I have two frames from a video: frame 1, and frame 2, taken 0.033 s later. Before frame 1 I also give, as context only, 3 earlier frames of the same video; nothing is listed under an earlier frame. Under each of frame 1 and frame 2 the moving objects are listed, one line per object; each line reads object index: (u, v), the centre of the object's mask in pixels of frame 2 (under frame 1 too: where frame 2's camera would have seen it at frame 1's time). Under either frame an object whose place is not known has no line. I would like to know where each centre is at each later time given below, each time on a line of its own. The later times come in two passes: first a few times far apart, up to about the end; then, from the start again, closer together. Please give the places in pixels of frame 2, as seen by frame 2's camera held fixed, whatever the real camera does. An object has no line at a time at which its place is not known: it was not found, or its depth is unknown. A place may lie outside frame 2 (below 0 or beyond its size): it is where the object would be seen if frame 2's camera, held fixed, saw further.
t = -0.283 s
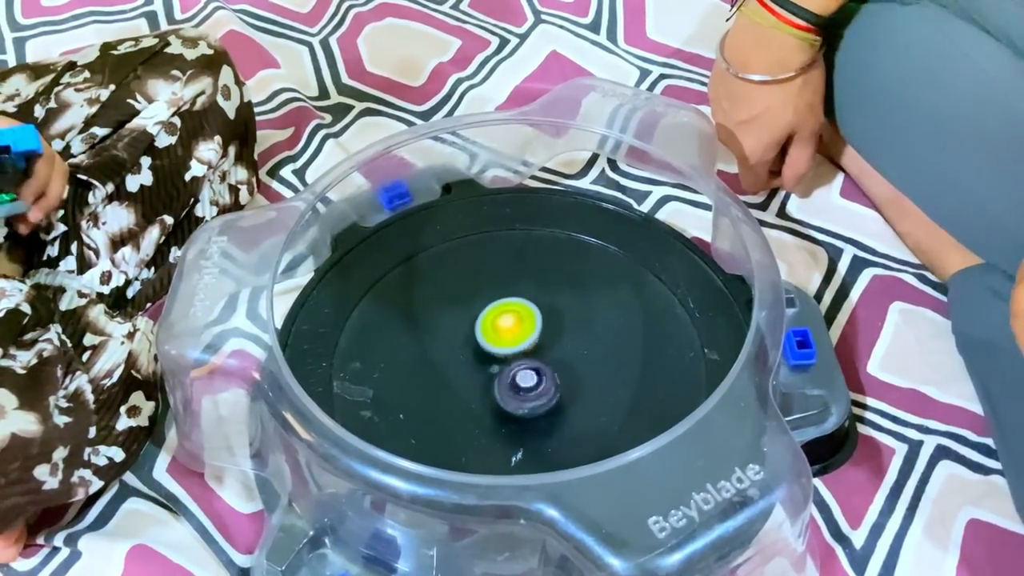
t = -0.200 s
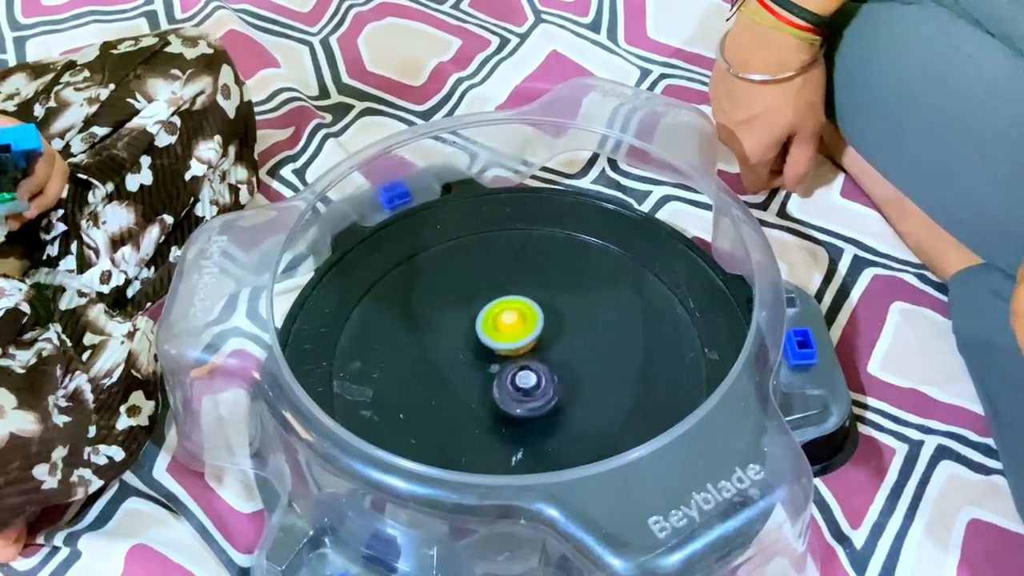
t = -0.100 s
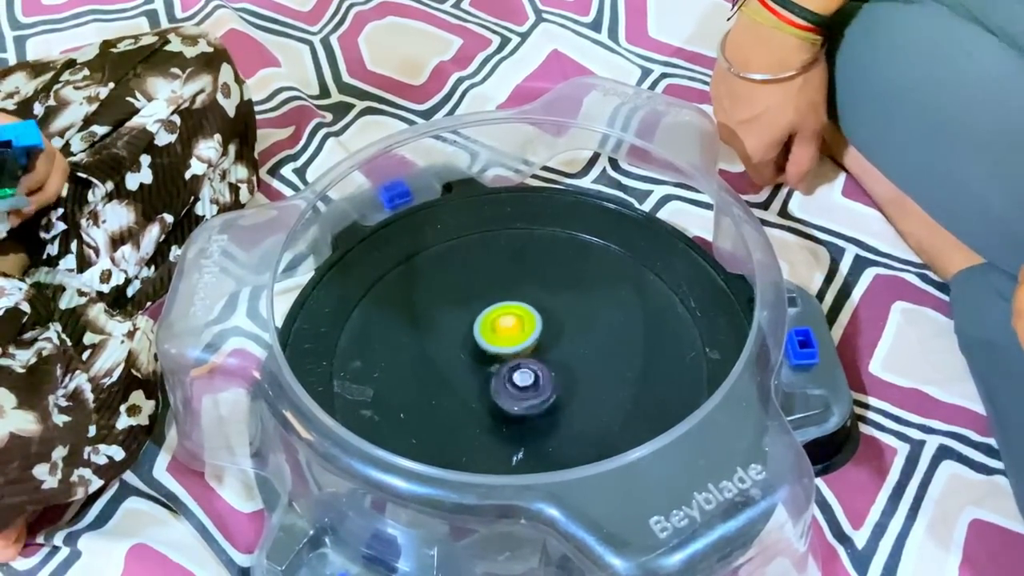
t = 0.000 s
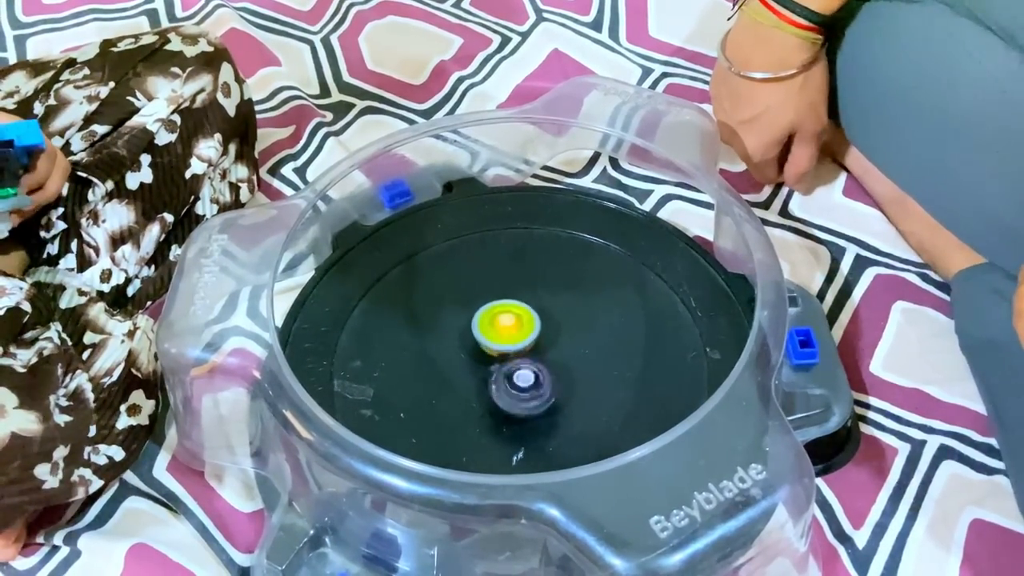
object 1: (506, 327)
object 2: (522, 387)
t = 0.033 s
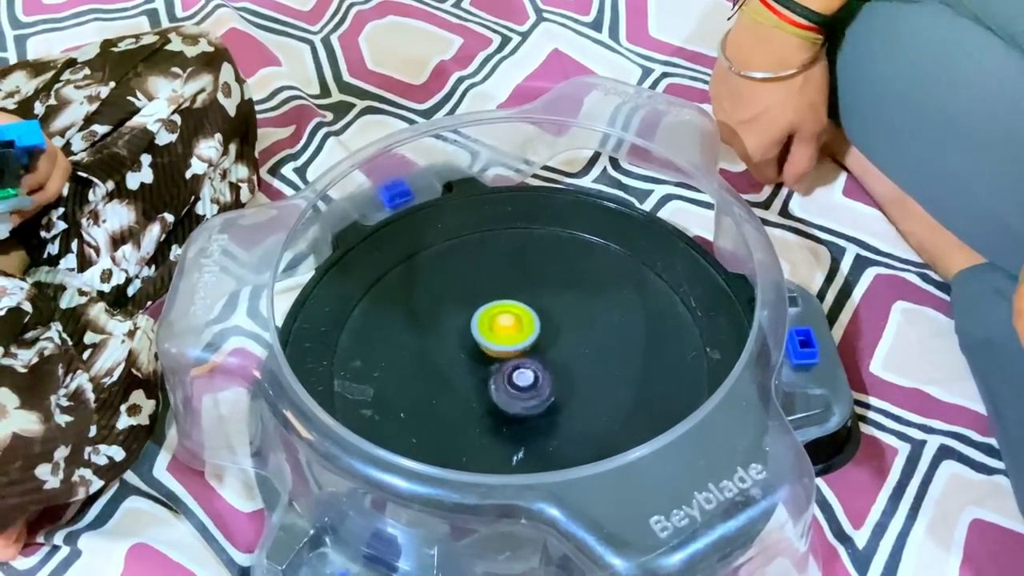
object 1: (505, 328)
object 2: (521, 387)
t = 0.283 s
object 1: (496, 324)
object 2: (520, 387)
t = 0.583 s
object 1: (494, 311)
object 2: (529, 390)
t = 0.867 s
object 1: (503, 316)
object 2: (530, 378)
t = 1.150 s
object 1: (505, 302)
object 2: (538, 388)
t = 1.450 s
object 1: (503, 318)
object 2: (530, 381)
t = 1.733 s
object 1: (489, 308)
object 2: (531, 380)
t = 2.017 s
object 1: (480, 310)
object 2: (523, 375)
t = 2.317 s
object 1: (480, 314)
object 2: (519, 374)
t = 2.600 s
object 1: (480, 306)
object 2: (530, 388)
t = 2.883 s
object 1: (488, 322)
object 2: (531, 382)
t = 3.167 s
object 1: (479, 329)
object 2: (534, 373)
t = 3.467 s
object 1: (456, 320)
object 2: (545, 373)
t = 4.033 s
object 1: (464, 313)
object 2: (553, 377)
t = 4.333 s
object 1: (471, 335)
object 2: (550, 378)
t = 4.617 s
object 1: (475, 356)
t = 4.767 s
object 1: (457, 361)
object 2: (548, 365)
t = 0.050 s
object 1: (504, 328)
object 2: (521, 387)
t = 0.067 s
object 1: (504, 328)
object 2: (521, 387)
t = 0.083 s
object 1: (503, 328)
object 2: (521, 386)
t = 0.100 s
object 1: (502, 329)
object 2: (521, 387)
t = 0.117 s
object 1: (502, 328)
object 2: (521, 388)
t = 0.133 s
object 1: (500, 326)
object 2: (521, 389)
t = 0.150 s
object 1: (500, 326)
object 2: (521, 389)
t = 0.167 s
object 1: (499, 325)
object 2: (522, 389)
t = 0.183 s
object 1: (499, 325)
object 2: (521, 389)
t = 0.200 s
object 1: (498, 325)
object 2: (521, 389)
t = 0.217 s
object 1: (498, 325)
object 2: (521, 388)
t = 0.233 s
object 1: (498, 325)
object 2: (521, 388)
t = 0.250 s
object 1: (497, 325)
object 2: (520, 387)
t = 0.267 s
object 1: (497, 325)
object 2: (520, 387)
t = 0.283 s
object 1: (496, 324)
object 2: (520, 387)
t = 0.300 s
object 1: (496, 324)
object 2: (520, 387)
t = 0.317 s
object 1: (496, 325)
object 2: (519, 387)
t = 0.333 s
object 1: (496, 324)
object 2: (520, 386)
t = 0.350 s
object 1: (496, 324)
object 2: (520, 385)
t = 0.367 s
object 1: (496, 324)
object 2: (520, 385)
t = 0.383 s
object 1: (496, 324)
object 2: (520, 384)
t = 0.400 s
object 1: (496, 324)
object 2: (520, 384)
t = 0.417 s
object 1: (496, 324)
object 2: (520, 383)
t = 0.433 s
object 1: (496, 324)
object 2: (520, 383)
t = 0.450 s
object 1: (496, 324)
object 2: (520, 382)
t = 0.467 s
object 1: (495, 321)
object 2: (521, 384)
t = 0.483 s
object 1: (494, 317)
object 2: (525, 388)
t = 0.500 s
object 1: (493, 315)
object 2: (526, 390)
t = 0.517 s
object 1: (493, 313)
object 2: (528, 390)
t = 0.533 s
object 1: (494, 312)
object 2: (528, 391)
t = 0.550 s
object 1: (494, 311)
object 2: (529, 390)
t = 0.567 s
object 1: (494, 311)
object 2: (528, 390)
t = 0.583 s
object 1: (494, 311)
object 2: (529, 390)
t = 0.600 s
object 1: (495, 311)
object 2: (529, 389)
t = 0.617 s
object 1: (495, 311)
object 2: (528, 389)
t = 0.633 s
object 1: (495, 311)
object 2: (529, 389)
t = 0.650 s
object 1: (495, 311)
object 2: (529, 388)
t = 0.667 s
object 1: (496, 311)
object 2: (529, 388)
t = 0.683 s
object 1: (496, 311)
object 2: (529, 387)
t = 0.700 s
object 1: (496, 311)
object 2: (529, 387)
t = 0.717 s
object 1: (497, 311)
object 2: (530, 386)
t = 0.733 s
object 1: (497, 312)
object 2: (529, 385)
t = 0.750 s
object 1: (498, 312)
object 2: (529, 384)
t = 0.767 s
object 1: (499, 312)
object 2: (530, 384)
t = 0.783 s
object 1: (499, 313)
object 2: (530, 383)
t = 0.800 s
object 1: (500, 313)
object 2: (530, 382)
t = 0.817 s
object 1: (501, 314)
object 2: (530, 381)
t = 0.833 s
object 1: (501, 314)
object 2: (530, 380)
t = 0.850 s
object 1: (502, 315)
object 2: (530, 379)
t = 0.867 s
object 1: (503, 316)
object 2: (530, 378)
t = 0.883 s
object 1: (504, 316)
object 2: (530, 377)
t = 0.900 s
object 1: (505, 317)
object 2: (530, 377)
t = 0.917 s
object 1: (505, 318)
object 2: (530, 376)
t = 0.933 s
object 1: (505, 316)
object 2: (530, 377)
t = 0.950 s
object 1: (506, 315)
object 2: (531, 377)
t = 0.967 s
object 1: (507, 315)
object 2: (531, 377)
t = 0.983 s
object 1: (507, 315)
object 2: (531, 376)
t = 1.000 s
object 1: (507, 315)
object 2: (531, 375)
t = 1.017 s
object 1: (508, 316)
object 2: (531, 375)
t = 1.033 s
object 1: (507, 312)
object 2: (533, 379)
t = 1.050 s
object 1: (505, 308)
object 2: (535, 383)
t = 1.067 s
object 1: (505, 304)
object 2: (537, 386)
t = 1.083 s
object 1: (504, 302)
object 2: (538, 387)
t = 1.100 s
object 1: (504, 301)
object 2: (539, 388)
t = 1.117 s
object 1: (505, 300)
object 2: (539, 388)
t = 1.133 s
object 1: (505, 301)
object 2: (538, 388)
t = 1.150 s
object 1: (505, 302)
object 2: (538, 388)
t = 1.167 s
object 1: (505, 302)
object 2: (538, 388)
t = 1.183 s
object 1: (505, 303)
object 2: (537, 388)
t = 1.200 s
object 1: (505, 304)
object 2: (537, 387)
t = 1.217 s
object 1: (505, 305)
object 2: (537, 387)
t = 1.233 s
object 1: (504, 305)
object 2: (537, 387)
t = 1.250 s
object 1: (504, 306)
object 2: (536, 387)
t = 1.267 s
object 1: (504, 307)
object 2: (535, 387)
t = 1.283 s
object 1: (504, 307)
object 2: (535, 386)
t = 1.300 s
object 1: (504, 309)
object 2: (534, 386)
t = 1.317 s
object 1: (504, 310)
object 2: (534, 385)
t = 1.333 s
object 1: (504, 311)
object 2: (533, 385)
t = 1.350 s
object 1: (504, 312)
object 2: (533, 384)
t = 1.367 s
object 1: (504, 313)
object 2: (533, 384)
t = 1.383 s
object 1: (504, 314)
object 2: (532, 384)
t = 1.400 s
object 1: (503, 315)
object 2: (531, 383)
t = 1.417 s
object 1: (504, 316)
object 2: (531, 382)
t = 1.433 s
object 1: (504, 317)
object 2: (530, 381)
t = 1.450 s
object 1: (503, 318)
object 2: (530, 381)
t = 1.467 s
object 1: (503, 320)
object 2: (529, 380)
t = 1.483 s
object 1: (503, 320)
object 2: (529, 379)
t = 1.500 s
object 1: (503, 321)
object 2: (528, 379)
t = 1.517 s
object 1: (502, 321)
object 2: (529, 379)
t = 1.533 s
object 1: (498, 317)
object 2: (529, 382)
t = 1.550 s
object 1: (496, 314)
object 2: (532, 384)
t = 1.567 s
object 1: (493, 311)
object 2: (534, 385)
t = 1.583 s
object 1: (493, 308)
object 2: (535, 385)
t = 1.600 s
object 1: (493, 307)
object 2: (535, 384)
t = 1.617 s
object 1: (492, 305)
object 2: (534, 384)
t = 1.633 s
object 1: (492, 305)
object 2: (534, 383)
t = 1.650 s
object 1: (492, 305)
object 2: (534, 382)
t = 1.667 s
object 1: (492, 306)
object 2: (534, 382)
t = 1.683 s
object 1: (491, 307)
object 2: (532, 381)
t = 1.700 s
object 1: (490, 307)
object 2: (532, 381)
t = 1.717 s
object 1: (489, 308)
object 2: (532, 381)
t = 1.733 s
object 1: (489, 308)
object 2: (531, 380)
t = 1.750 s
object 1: (489, 309)
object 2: (530, 379)
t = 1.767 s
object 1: (488, 310)
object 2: (529, 379)
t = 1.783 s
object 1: (487, 310)
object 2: (528, 378)
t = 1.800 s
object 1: (487, 310)
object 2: (527, 377)
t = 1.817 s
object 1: (486, 310)
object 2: (527, 377)
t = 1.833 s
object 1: (486, 311)
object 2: (525, 376)
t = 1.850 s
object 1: (485, 312)
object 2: (525, 375)
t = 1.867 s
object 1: (485, 312)
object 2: (524, 375)
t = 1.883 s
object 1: (485, 313)
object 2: (524, 374)
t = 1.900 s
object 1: (485, 313)
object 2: (523, 373)
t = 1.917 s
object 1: (485, 315)
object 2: (522, 373)
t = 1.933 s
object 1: (484, 315)
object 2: (522, 372)
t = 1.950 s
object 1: (484, 315)
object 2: (521, 371)
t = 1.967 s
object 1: (484, 316)
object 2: (520, 371)
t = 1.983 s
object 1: (484, 315)
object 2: (520, 371)
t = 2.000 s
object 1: (481, 313)
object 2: (521, 374)
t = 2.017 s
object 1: (480, 310)
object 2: (523, 375)
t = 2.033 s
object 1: (479, 309)
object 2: (525, 376)
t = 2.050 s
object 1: (479, 308)
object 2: (525, 376)
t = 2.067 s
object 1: (479, 308)
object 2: (524, 376)
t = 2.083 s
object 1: (479, 309)
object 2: (523, 376)
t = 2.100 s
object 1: (478, 309)
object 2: (524, 375)
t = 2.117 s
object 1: (479, 309)
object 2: (523, 376)
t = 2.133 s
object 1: (478, 310)
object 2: (523, 375)
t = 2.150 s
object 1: (478, 310)
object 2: (522, 375)
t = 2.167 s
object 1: (478, 311)
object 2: (521, 375)
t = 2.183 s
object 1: (478, 311)
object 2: (521, 375)
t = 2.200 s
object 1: (478, 311)
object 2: (520, 375)
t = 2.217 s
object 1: (478, 312)
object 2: (521, 374)
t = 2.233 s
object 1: (478, 312)
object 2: (520, 375)
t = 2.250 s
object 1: (479, 313)
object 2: (519, 374)
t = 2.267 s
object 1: (479, 313)
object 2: (520, 374)
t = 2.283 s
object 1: (479, 314)
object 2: (519, 374)
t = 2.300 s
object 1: (480, 314)
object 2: (519, 374)
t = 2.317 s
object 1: (480, 314)
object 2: (519, 374)
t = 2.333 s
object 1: (480, 315)
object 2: (517, 373)
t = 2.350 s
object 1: (481, 315)
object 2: (518, 372)
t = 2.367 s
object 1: (481, 316)
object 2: (517, 373)
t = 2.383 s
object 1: (482, 317)
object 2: (516, 372)
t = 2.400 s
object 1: (482, 317)
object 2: (516, 372)
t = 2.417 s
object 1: (480, 312)
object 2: (519, 377)
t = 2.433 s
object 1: (478, 308)
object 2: (523, 381)
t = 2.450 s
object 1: (477, 305)
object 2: (526, 384)
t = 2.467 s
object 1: (477, 303)
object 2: (530, 386)
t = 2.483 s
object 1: (477, 302)
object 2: (530, 387)
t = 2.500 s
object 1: (478, 303)
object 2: (530, 387)
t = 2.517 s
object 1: (479, 303)
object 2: (530, 387)
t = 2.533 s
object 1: (479, 304)
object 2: (530, 387)
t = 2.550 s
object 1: (479, 305)
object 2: (530, 387)
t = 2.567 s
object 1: (479, 305)
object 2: (530, 388)
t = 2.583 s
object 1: (479, 306)
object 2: (530, 388)
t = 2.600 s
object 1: (480, 306)
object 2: (530, 388)
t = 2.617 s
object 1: (480, 306)
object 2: (530, 388)
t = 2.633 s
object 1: (481, 307)
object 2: (530, 387)
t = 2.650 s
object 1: (481, 308)
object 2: (531, 387)
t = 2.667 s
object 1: (481, 309)
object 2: (531, 387)
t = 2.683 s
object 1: (482, 310)
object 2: (530, 387)
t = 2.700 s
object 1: (482, 310)
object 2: (530, 387)
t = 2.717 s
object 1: (483, 311)
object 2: (531, 387)
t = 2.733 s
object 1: (483, 312)
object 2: (531, 387)
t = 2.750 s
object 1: (484, 313)
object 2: (531, 386)
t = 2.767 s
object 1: (485, 314)
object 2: (531, 386)
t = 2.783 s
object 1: (485, 315)
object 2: (531, 386)
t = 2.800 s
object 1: (486, 316)
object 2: (530, 385)
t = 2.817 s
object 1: (486, 317)
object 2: (531, 384)
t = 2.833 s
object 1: (486, 318)
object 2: (531, 384)
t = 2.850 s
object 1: (487, 320)
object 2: (531, 383)
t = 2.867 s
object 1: (487, 320)
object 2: (531, 383)
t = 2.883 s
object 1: (488, 322)
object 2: (531, 382)
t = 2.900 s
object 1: (488, 323)
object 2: (531, 381)
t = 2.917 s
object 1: (489, 324)
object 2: (531, 381)
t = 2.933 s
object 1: (489, 326)
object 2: (531, 380)
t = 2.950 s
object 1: (489, 327)
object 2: (531, 379)
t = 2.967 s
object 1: (490, 328)
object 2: (531, 378)
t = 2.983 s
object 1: (490, 329)
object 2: (531, 377)
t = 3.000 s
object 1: (488, 328)
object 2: (532, 378)
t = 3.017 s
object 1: (487, 329)
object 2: (533, 378)
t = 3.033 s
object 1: (486, 328)
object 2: (534, 377)
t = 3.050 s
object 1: (486, 328)
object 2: (534, 376)
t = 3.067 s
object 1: (486, 329)
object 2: (534, 375)
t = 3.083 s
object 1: (486, 329)
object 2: (533, 375)
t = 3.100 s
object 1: (486, 331)
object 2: (533, 375)
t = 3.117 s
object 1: (485, 331)
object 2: (533, 374)
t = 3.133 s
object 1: (484, 331)
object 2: (533, 374)
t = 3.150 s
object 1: (481, 331)
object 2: (534, 374)
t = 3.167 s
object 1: (479, 329)
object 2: (534, 373)
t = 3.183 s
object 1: (478, 329)
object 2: (534, 372)
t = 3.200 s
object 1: (478, 329)
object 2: (533, 371)
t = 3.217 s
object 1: (478, 329)
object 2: (532, 371)
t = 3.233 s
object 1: (477, 330)
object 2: (531, 370)
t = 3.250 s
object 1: (477, 331)
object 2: (531, 369)
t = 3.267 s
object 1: (476, 331)
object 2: (530, 369)
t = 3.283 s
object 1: (470, 329)
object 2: (535, 371)
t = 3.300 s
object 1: (465, 326)
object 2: (539, 373)
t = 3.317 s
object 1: (462, 323)
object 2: (542, 375)
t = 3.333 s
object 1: (459, 322)
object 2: (545, 375)
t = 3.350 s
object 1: (459, 321)
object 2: (547, 375)
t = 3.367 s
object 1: (459, 321)
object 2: (547, 374)
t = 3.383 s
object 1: (459, 321)
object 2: (546, 374)
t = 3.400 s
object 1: (458, 321)
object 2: (546, 374)
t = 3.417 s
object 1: (457, 321)
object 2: (545, 373)
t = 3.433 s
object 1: (456, 320)
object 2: (545, 373)
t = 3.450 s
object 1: (456, 320)
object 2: (545, 373)
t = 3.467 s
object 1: (456, 320)
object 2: (545, 373)
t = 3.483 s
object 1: (456, 320)
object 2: (544, 372)
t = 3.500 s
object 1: (456, 320)
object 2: (544, 372)
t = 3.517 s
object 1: (456, 320)
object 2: (543, 372)
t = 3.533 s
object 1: (457, 320)
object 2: (543, 371)
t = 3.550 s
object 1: (457, 320)
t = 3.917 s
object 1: (467, 318)
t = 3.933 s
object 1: (464, 315)
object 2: (544, 373)
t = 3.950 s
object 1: (462, 313)
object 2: (548, 375)
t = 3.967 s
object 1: (461, 312)
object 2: (550, 376)
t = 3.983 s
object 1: (462, 311)
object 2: (552, 376)
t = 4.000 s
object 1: (463, 312)
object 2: (553, 376)
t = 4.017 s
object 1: (463, 313)
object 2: (553, 376)
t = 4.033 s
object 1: (464, 313)
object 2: (553, 377)
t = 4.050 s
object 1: (464, 315)
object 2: (553, 377)
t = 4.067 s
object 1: (464, 315)
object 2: (553, 378)
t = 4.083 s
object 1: (465, 316)
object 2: (553, 378)
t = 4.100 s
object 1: (465, 317)
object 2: (552, 377)
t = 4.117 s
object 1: (466, 318)
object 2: (552, 378)
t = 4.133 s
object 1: (466, 320)
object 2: (552, 378)
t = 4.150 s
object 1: (467, 321)
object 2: (551, 378)
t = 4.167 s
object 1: (467, 322)
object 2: (551, 378)
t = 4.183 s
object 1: (468, 323)
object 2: (551, 378)
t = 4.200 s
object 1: (468, 324)
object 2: (551, 379)
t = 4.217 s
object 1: (469, 325)
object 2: (551, 379)
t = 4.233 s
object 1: (469, 327)
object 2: (552, 379)
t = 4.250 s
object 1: (469, 328)
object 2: (551, 378)
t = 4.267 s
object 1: (470, 329)
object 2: (551, 378)
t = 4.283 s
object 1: (470, 330)
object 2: (551, 378)
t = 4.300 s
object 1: (471, 332)
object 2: (550, 378)
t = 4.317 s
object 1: (471, 334)
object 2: (550, 378)
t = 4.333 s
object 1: (471, 335)
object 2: (550, 378)
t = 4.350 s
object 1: (472, 336)
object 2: (549, 377)
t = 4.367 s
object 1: (472, 337)
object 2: (549, 377)
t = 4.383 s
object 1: (472, 338)
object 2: (548, 377)
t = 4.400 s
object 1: (473, 340)
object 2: (548, 377)
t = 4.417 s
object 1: (474, 342)
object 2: (548, 376)
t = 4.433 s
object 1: (474, 343)
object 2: (547, 376)
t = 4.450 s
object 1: (474, 345)
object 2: (547, 376)
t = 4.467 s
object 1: (474, 346)
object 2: (547, 375)
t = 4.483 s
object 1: (475, 347)
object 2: (547, 375)
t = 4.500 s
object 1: (475, 348)
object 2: (546, 374)
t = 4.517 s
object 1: (475, 350)
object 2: (545, 374)
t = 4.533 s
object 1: (475, 351)
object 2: (545, 374)
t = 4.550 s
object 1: (475, 352)
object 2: (544, 373)
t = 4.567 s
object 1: (475, 352)
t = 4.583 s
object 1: (475, 354)
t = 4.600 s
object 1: (475, 355)
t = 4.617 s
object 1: (475, 356)
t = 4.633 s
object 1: (476, 357)
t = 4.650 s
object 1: (475, 359)
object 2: (542, 371)
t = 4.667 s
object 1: (475, 360)
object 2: (541, 370)
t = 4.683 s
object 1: (472, 360)
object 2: (542, 370)
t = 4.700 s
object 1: (466, 361)
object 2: (545, 369)
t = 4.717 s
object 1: (462, 362)
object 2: (547, 368)
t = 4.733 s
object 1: (459, 361)
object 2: (548, 367)
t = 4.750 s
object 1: (457, 361)
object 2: (548, 366)
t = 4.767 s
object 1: (457, 361)
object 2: (548, 365)
